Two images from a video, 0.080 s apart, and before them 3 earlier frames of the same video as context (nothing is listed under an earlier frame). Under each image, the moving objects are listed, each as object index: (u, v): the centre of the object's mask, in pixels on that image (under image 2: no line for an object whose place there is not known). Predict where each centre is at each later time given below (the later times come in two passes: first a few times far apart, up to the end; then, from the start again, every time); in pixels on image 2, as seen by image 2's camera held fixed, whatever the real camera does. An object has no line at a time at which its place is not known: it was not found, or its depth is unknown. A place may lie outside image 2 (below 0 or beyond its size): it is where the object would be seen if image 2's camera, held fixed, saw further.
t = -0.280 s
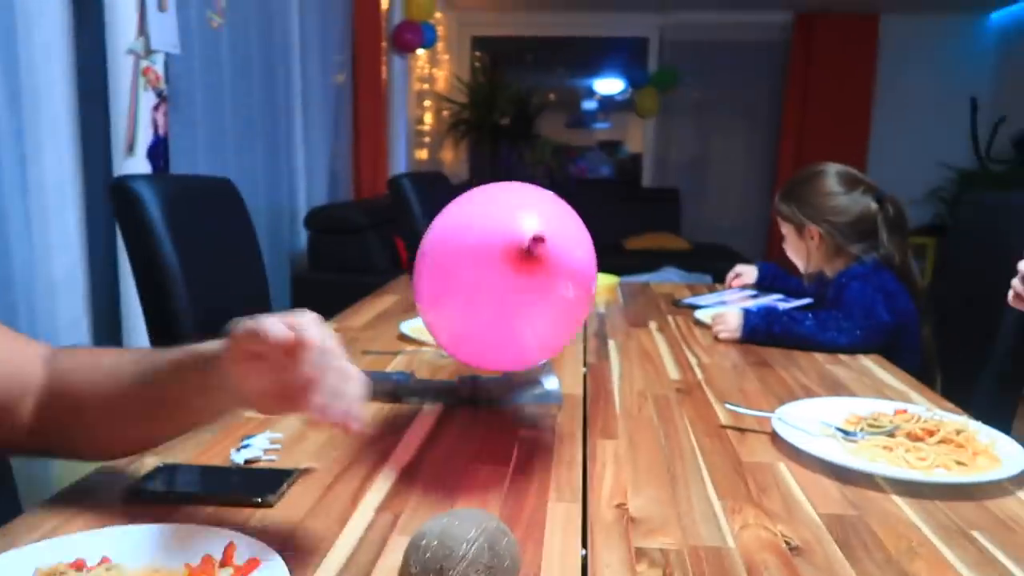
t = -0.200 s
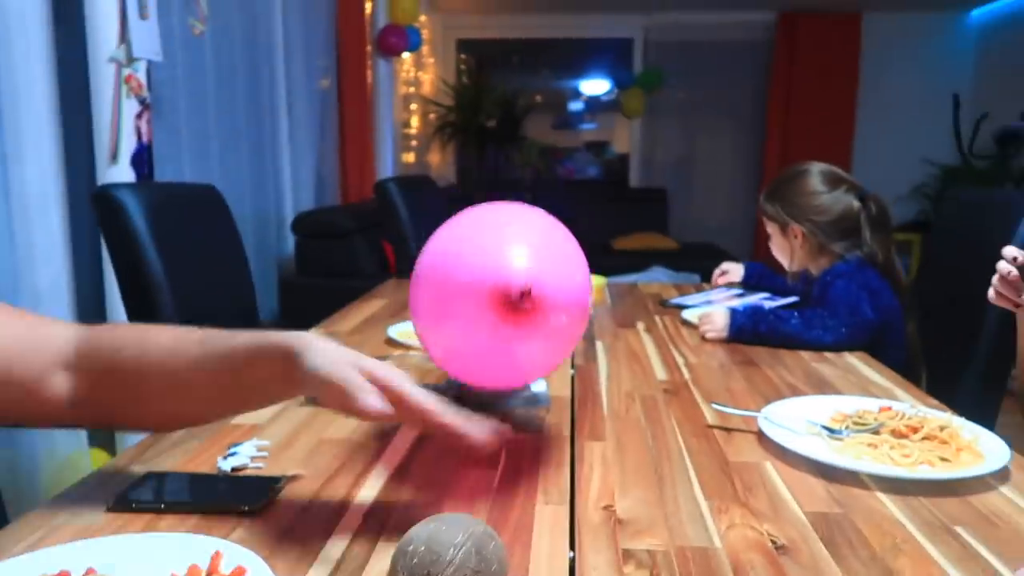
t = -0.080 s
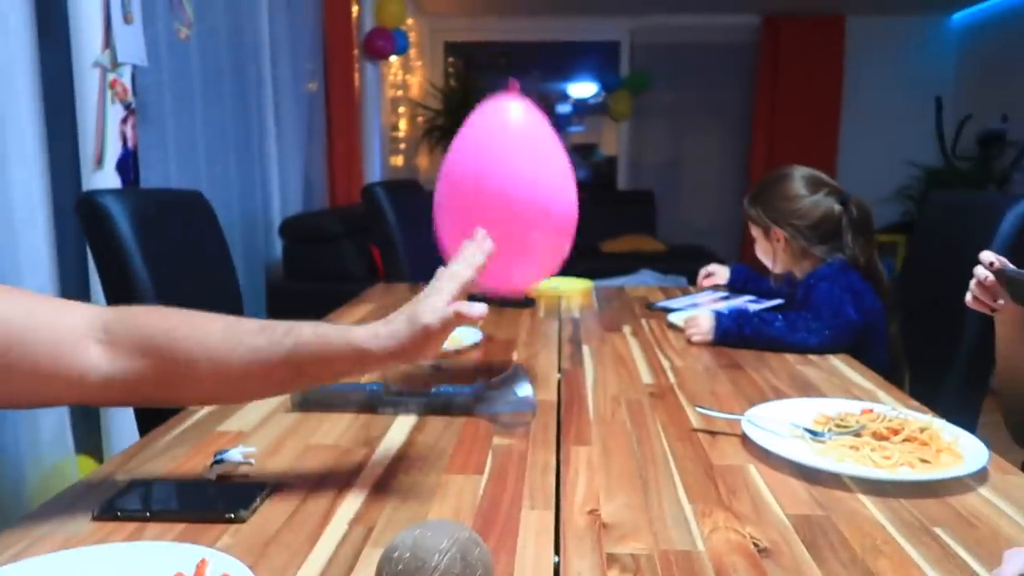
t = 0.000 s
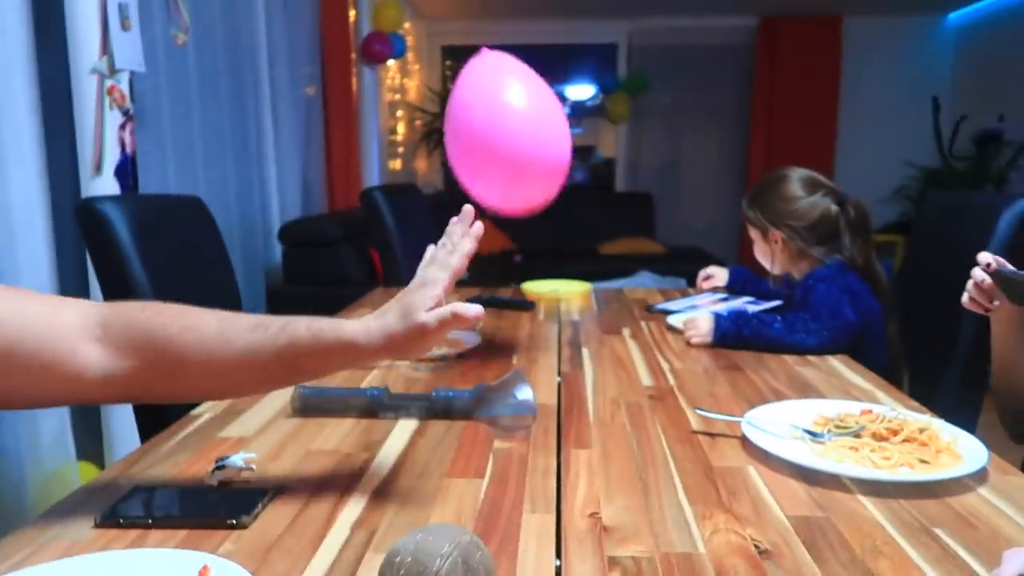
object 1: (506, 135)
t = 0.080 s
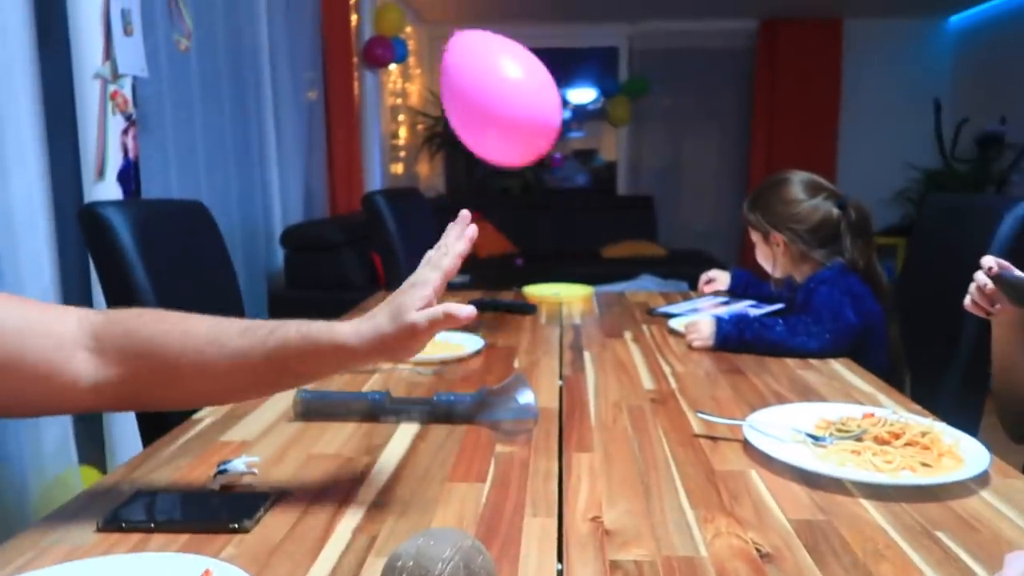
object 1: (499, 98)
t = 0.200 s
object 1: (475, 80)
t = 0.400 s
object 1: (452, 91)
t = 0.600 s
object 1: (440, 119)
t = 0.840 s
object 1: (429, 175)
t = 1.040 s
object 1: (442, 227)
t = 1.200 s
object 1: (477, 244)
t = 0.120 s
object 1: (491, 87)
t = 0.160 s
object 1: (483, 82)
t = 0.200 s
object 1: (475, 80)
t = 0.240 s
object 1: (468, 80)
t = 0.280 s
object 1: (463, 82)
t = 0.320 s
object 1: (458, 84)
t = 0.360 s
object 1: (455, 88)
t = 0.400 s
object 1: (452, 91)
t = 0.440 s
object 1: (448, 96)
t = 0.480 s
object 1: (446, 101)
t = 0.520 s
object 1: (444, 106)
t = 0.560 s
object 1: (442, 113)
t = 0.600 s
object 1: (440, 119)
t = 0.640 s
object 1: (437, 127)
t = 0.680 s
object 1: (434, 135)
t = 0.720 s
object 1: (433, 144)
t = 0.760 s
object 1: (431, 154)
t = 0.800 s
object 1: (430, 164)
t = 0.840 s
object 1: (429, 175)
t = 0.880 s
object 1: (428, 186)
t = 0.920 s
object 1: (428, 197)
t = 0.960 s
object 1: (427, 209)
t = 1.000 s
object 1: (434, 218)
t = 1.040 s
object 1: (442, 227)
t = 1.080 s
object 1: (449, 236)
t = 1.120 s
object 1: (458, 246)
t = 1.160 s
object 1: (467, 248)
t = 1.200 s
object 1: (477, 244)
